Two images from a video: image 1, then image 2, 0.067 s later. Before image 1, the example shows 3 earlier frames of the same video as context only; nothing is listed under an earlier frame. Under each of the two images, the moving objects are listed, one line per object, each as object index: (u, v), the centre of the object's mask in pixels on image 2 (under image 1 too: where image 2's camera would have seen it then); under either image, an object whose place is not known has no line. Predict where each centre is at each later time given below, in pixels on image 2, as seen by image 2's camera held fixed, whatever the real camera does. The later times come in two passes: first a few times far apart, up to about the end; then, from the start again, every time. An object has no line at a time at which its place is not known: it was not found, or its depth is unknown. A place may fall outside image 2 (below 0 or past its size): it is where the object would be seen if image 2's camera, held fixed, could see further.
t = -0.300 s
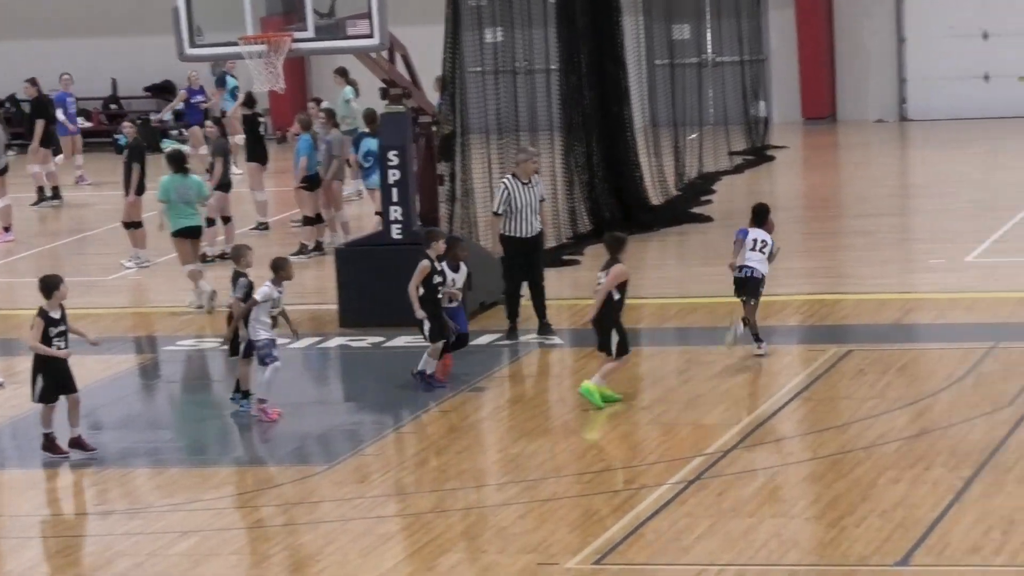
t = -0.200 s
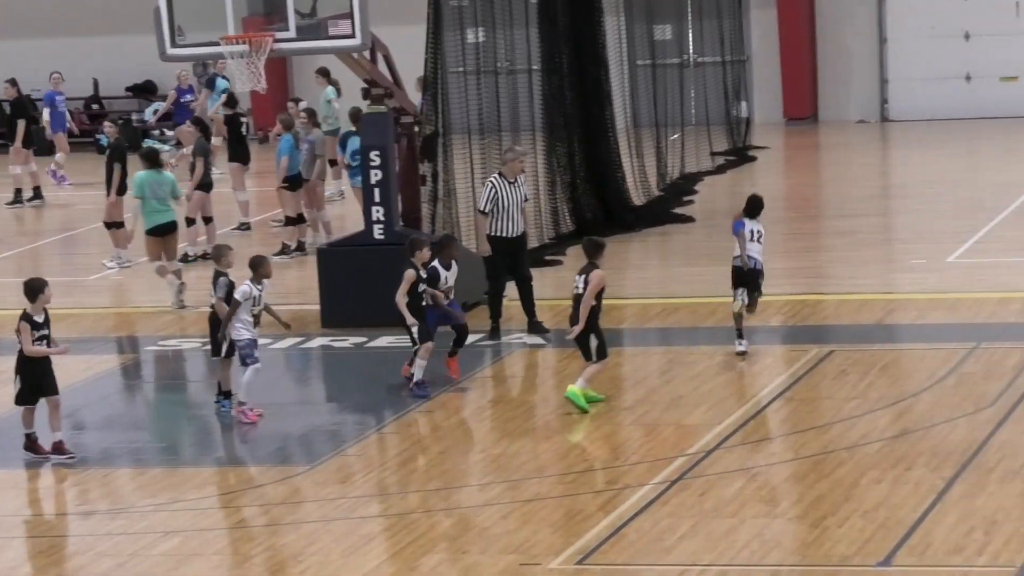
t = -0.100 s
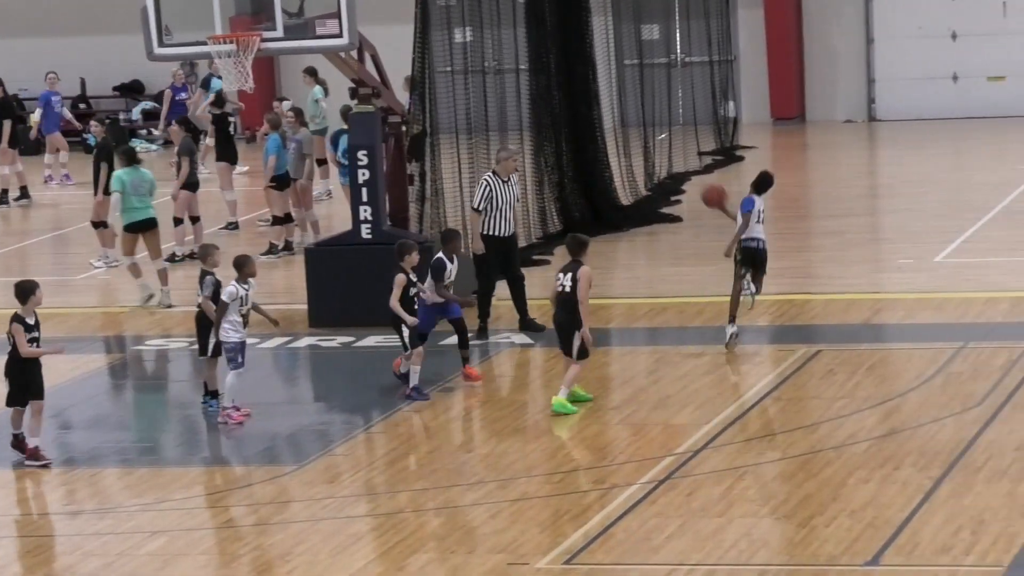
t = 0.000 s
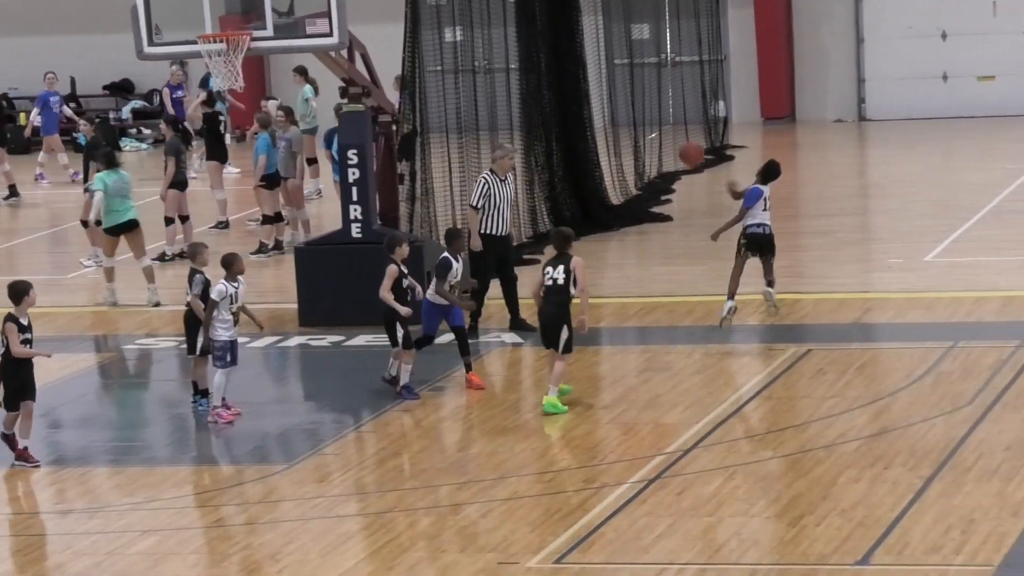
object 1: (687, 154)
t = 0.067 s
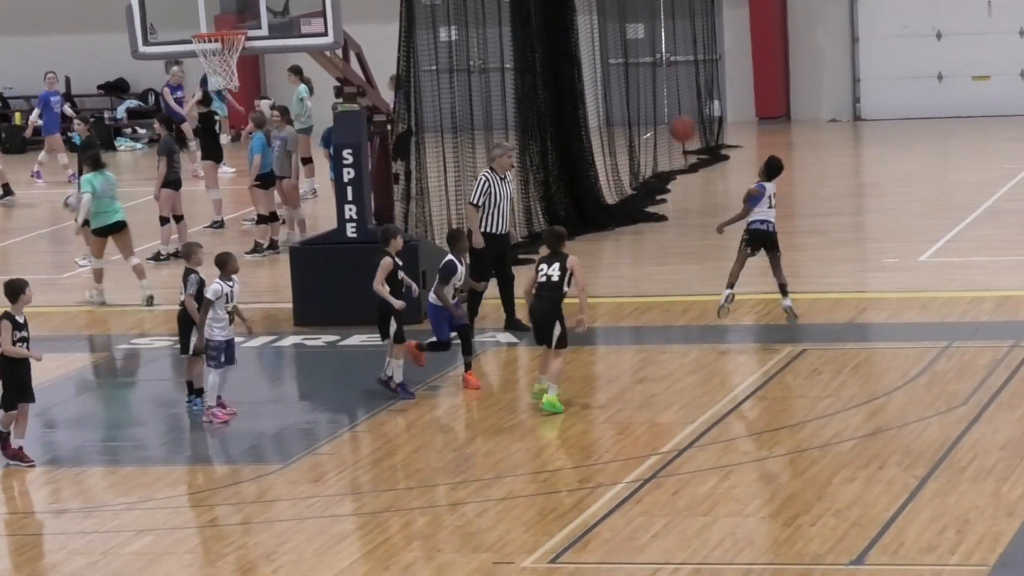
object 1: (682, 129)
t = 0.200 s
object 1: (675, 94)
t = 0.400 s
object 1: (665, 77)
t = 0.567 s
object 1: (656, 97)
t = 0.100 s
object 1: (680, 119)
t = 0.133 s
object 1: (678, 109)
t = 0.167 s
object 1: (677, 101)
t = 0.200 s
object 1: (675, 94)
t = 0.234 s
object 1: (673, 88)
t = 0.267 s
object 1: (671, 83)
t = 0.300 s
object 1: (669, 80)
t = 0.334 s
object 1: (668, 77)
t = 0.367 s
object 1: (666, 77)
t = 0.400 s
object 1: (665, 77)
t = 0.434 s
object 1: (663, 78)
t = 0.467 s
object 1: (661, 80)
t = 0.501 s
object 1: (660, 84)
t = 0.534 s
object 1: (658, 90)
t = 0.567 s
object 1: (656, 97)
